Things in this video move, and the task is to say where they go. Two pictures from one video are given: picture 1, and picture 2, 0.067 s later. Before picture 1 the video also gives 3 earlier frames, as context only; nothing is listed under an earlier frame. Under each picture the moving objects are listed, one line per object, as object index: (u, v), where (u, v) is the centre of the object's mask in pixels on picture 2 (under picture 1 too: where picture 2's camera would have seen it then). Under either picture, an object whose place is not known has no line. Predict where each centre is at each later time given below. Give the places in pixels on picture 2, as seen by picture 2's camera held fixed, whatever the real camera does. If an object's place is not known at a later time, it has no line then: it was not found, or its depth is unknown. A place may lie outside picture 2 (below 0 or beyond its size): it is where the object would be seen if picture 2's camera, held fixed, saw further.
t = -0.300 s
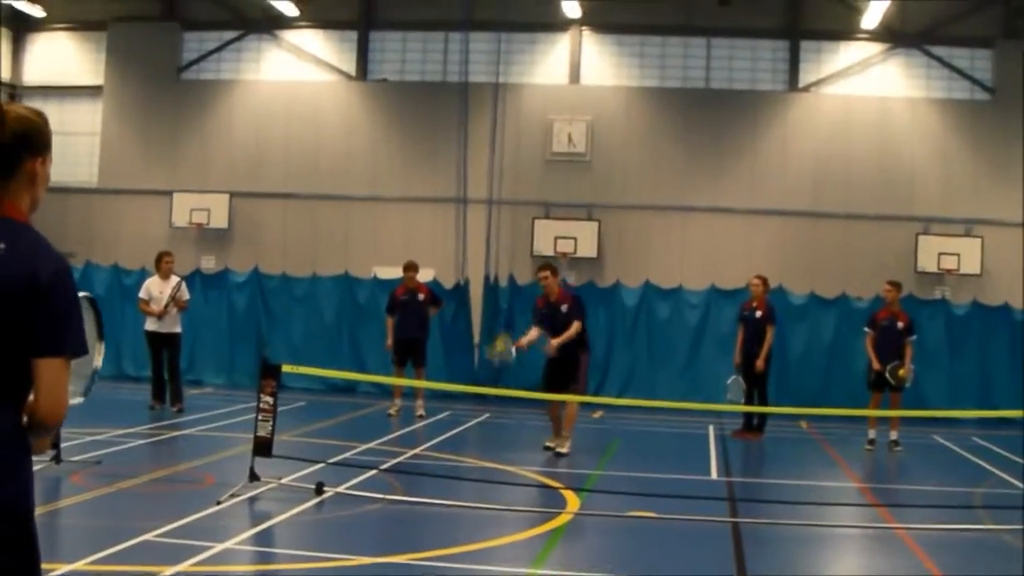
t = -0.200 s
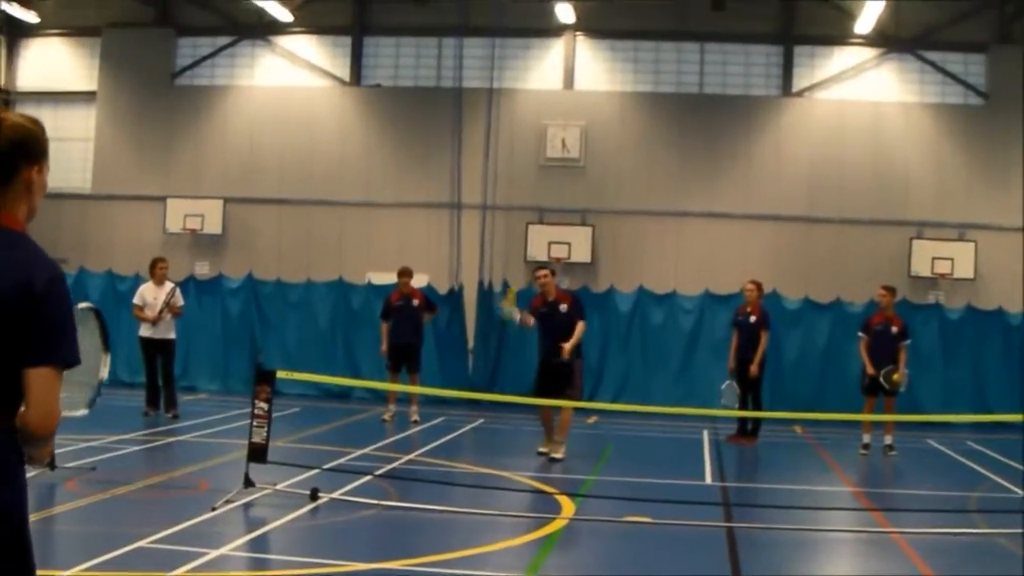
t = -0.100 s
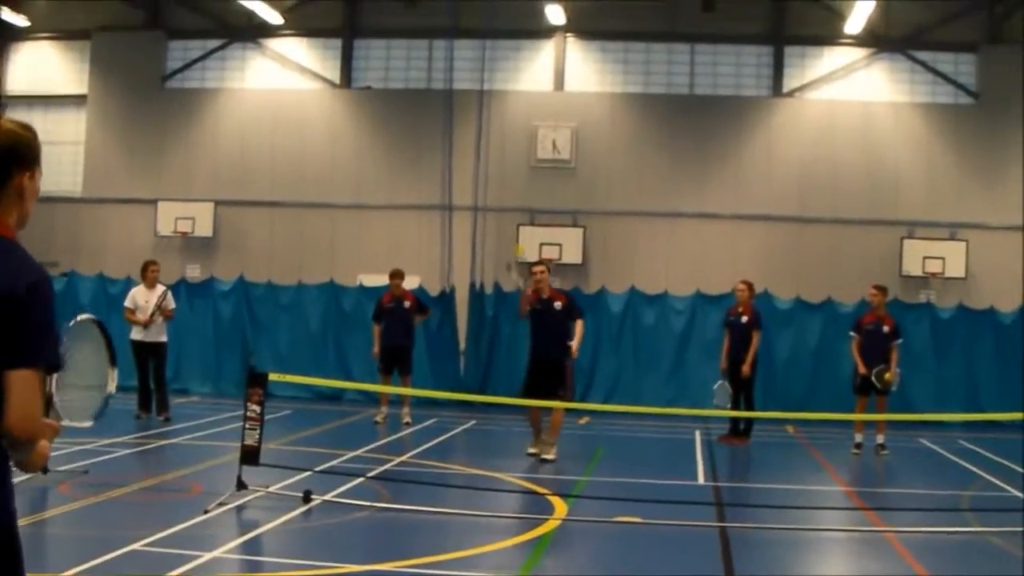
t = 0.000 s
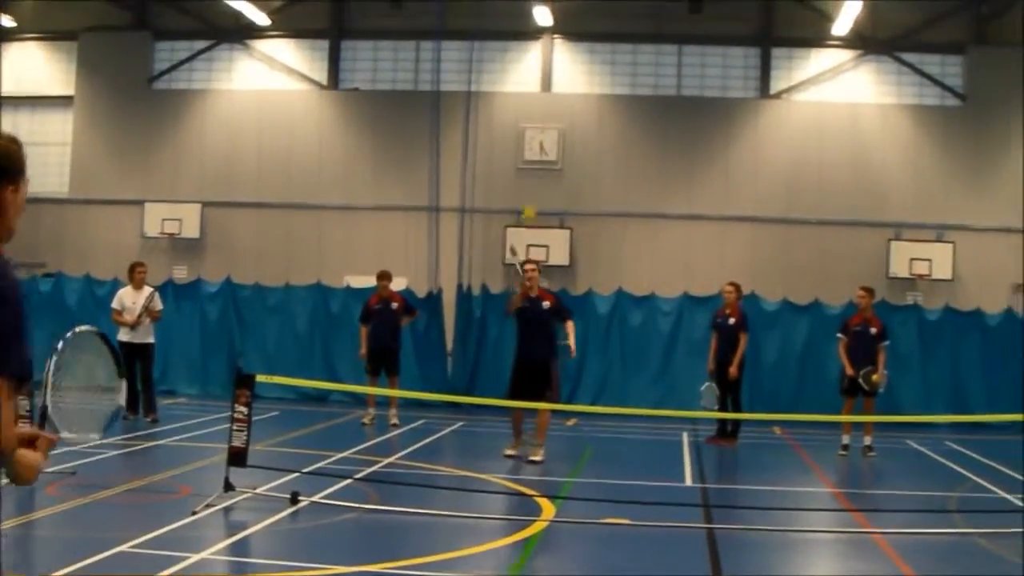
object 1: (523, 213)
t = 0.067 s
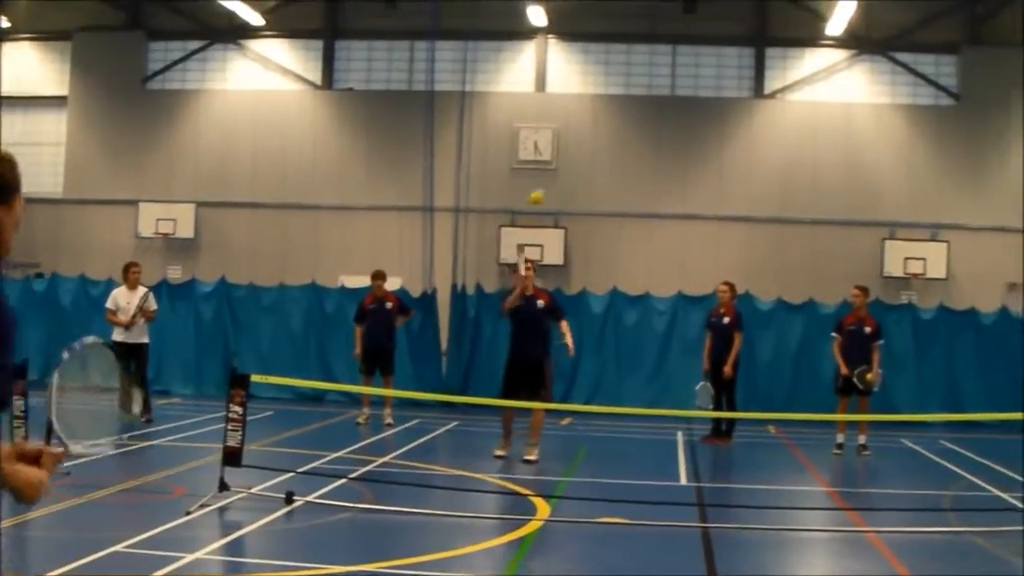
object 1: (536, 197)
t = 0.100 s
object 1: (543, 189)
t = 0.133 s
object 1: (549, 186)
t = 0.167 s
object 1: (556, 183)
